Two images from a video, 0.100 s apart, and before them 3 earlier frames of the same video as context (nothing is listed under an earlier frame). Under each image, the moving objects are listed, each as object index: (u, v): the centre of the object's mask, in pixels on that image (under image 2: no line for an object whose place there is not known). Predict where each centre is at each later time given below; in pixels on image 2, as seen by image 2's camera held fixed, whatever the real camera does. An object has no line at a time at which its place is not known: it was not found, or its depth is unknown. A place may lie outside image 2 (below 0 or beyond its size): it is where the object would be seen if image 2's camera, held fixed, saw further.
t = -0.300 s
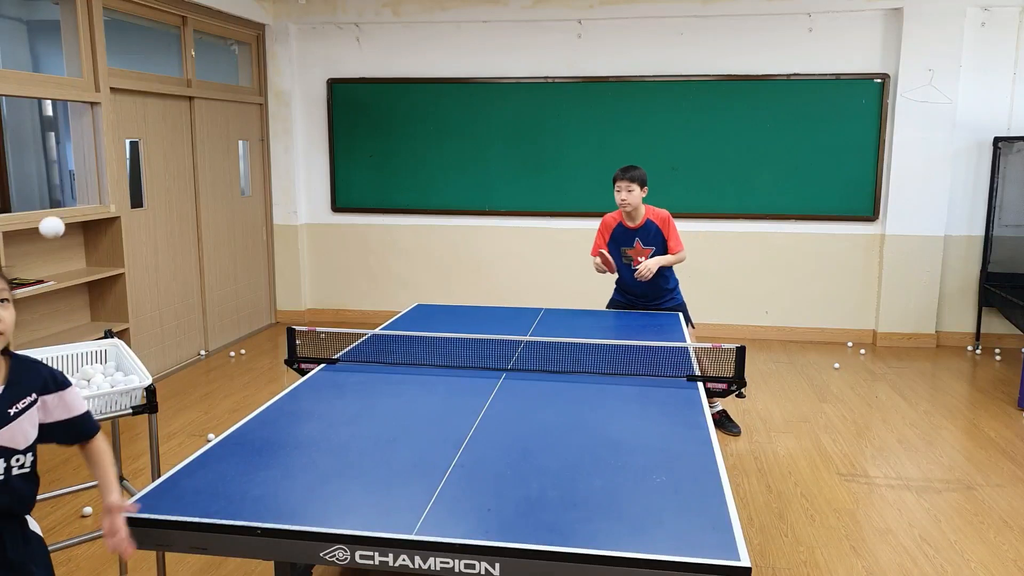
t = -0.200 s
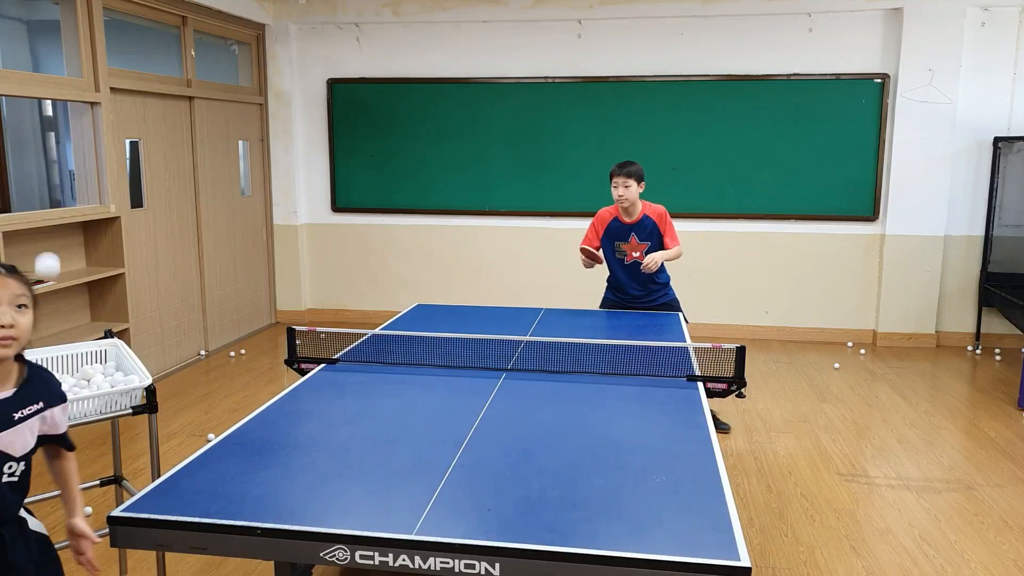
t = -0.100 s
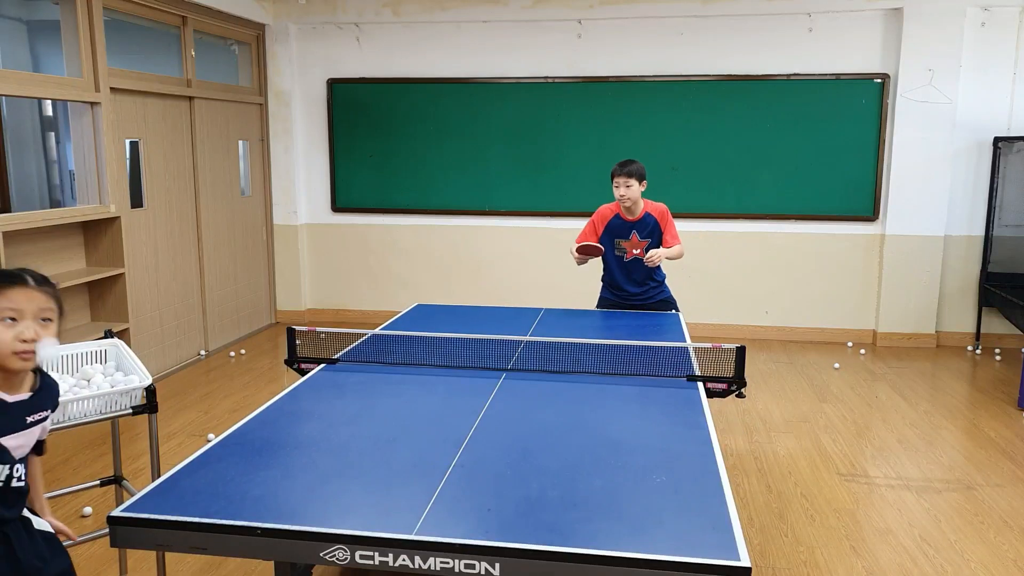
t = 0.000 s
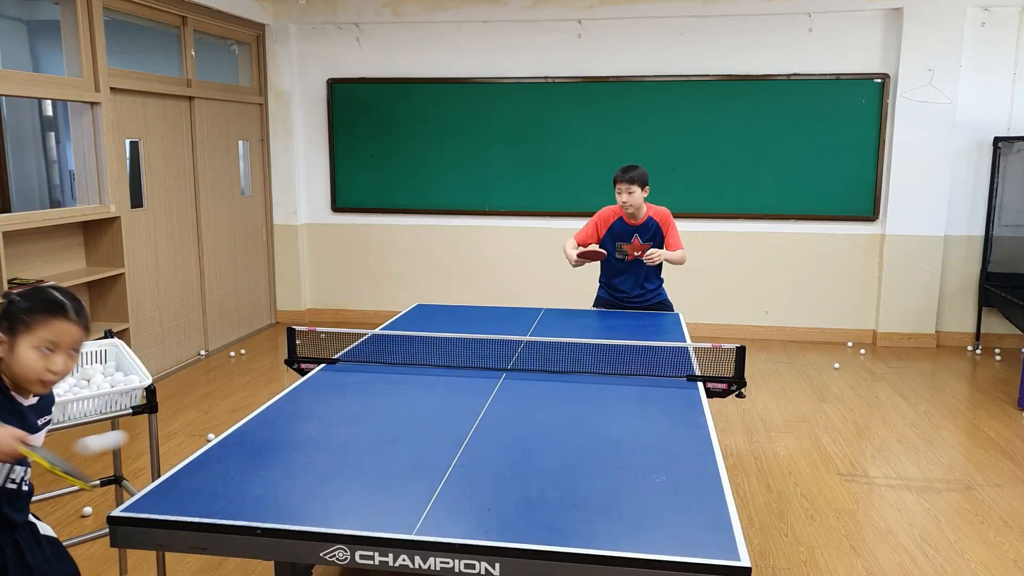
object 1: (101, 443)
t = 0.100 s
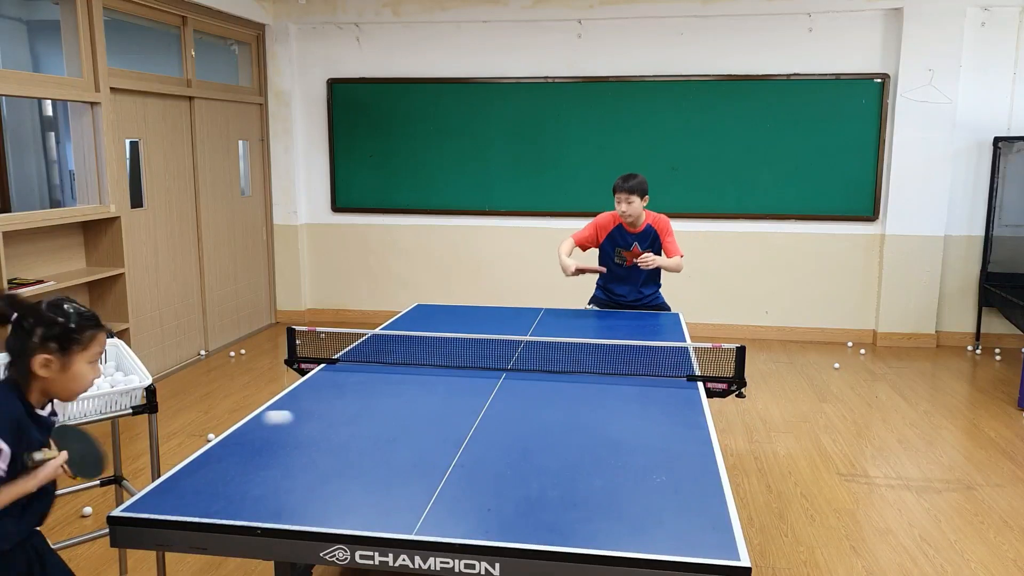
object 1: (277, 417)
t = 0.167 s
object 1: (353, 420)
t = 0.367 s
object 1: (477, 323)
